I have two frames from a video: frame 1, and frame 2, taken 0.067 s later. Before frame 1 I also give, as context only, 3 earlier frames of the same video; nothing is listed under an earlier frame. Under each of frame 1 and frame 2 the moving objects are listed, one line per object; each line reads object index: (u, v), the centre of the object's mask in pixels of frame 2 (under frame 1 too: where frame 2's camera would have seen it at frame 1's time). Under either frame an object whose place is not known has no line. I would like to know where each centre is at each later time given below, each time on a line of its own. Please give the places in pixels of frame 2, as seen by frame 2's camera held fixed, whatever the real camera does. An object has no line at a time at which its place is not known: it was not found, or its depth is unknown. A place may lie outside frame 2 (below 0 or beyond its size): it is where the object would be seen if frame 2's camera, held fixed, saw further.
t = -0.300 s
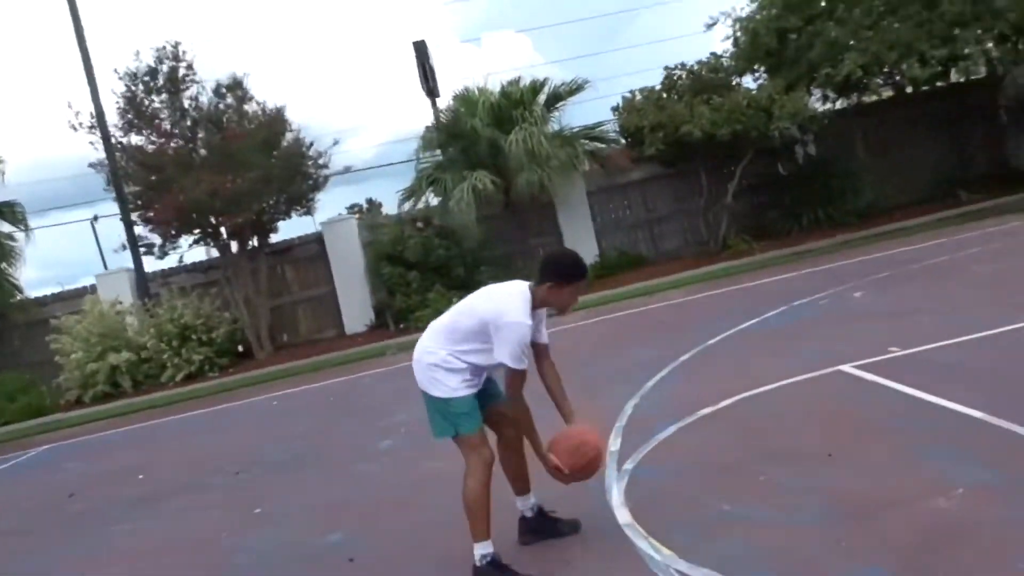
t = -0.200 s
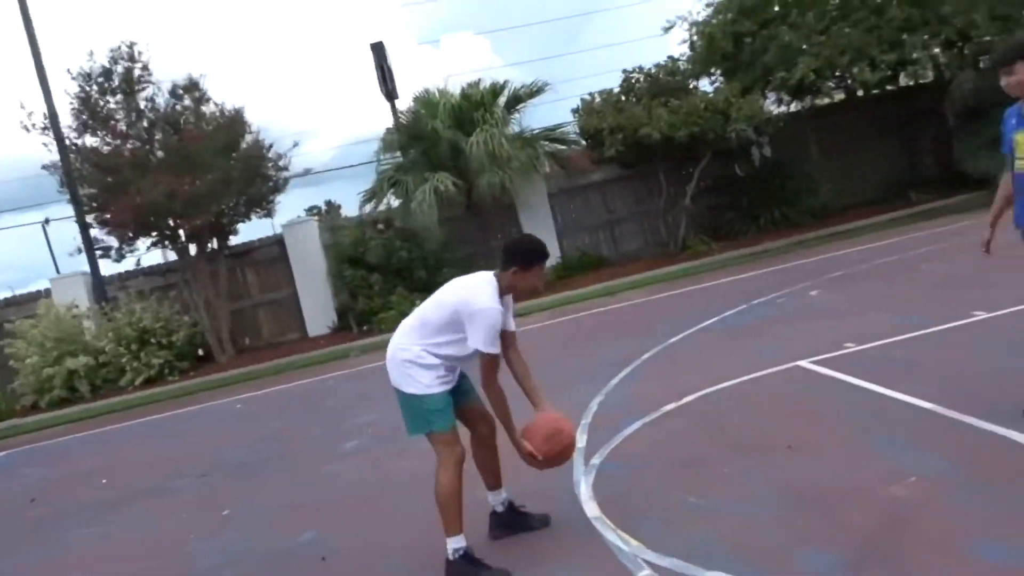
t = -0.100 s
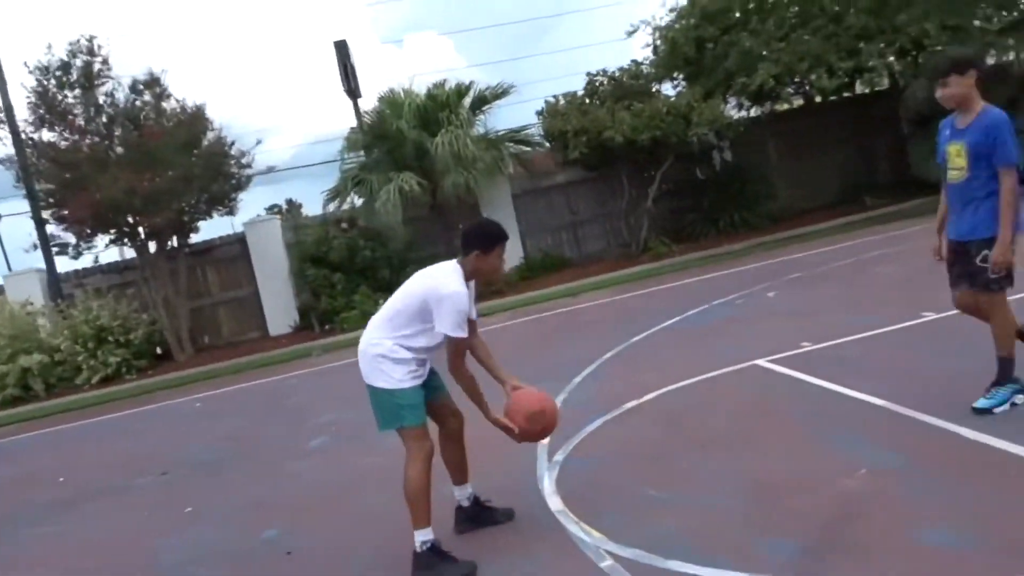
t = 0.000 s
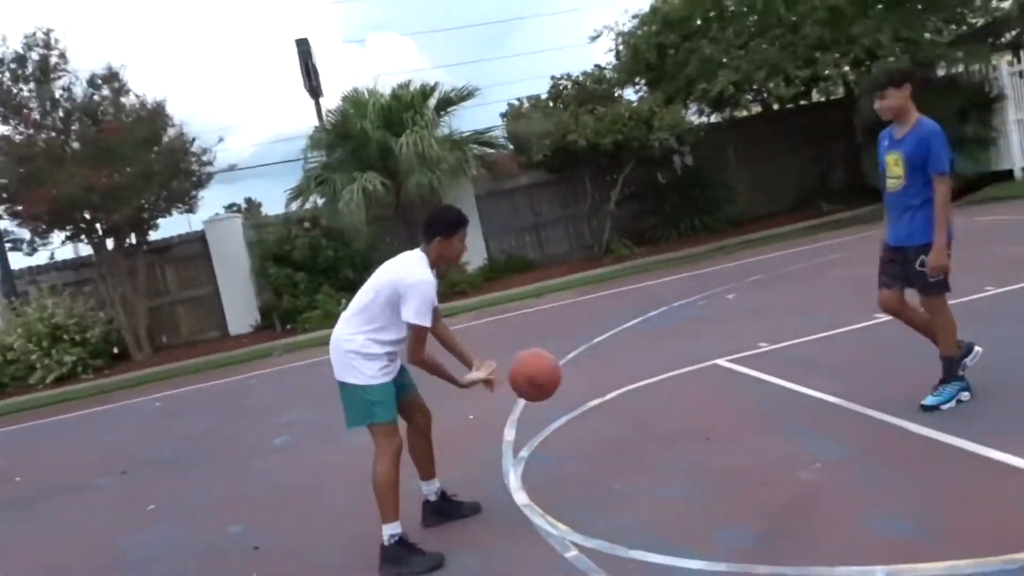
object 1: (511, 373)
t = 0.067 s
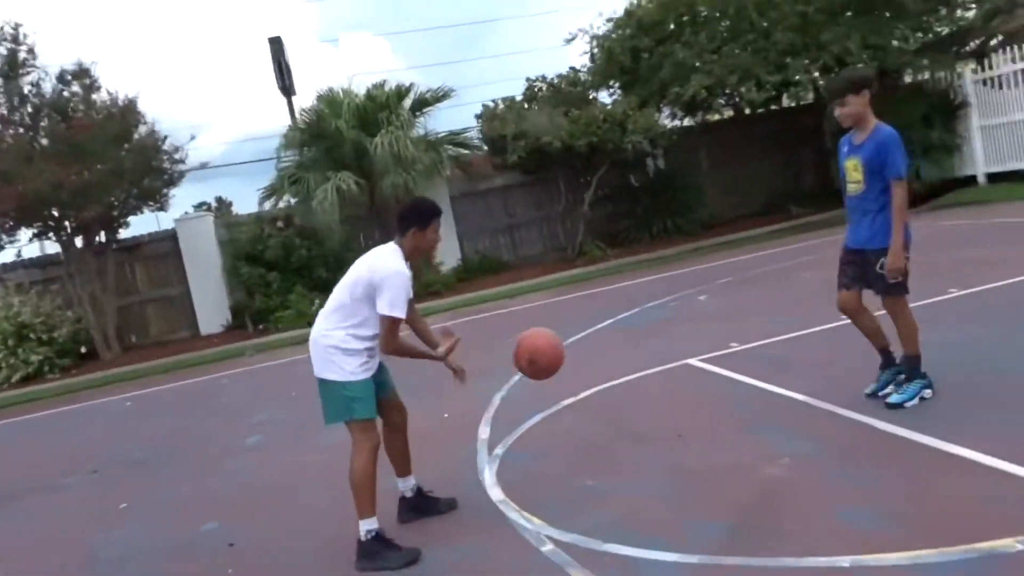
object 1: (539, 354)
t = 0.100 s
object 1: (553, 347)
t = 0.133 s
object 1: (569, 343)
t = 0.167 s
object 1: (584, 341)
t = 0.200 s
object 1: (600, 341)
